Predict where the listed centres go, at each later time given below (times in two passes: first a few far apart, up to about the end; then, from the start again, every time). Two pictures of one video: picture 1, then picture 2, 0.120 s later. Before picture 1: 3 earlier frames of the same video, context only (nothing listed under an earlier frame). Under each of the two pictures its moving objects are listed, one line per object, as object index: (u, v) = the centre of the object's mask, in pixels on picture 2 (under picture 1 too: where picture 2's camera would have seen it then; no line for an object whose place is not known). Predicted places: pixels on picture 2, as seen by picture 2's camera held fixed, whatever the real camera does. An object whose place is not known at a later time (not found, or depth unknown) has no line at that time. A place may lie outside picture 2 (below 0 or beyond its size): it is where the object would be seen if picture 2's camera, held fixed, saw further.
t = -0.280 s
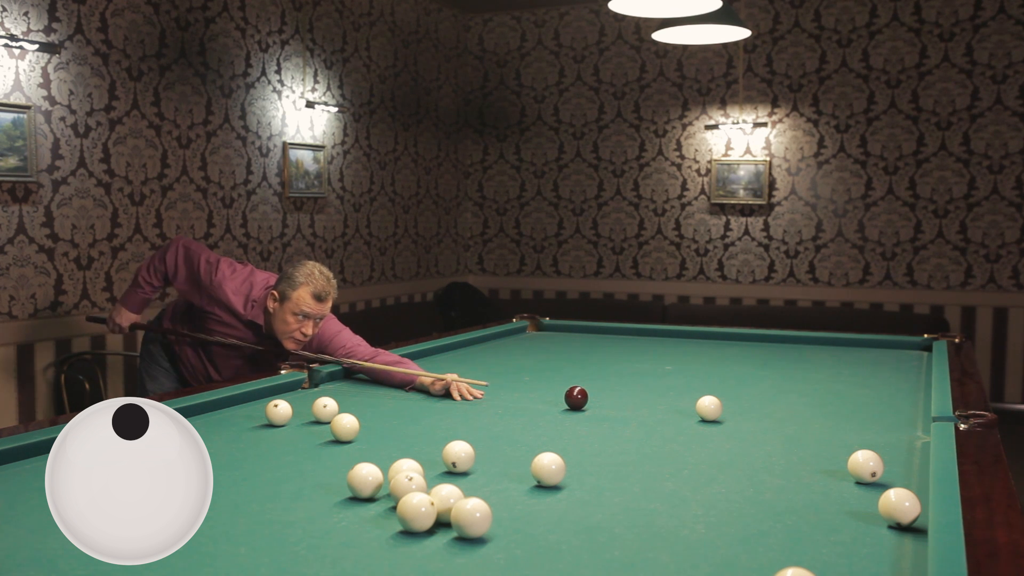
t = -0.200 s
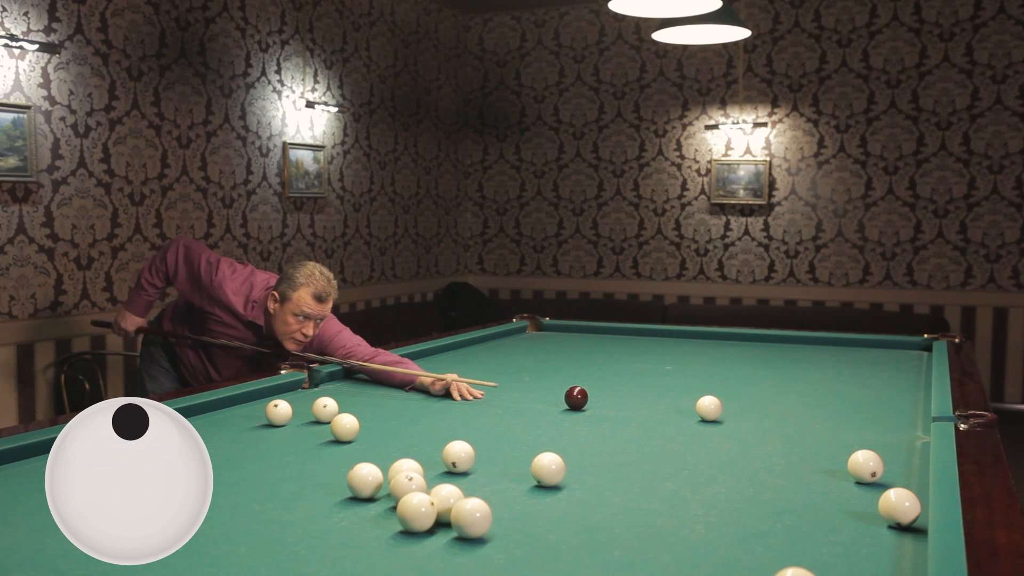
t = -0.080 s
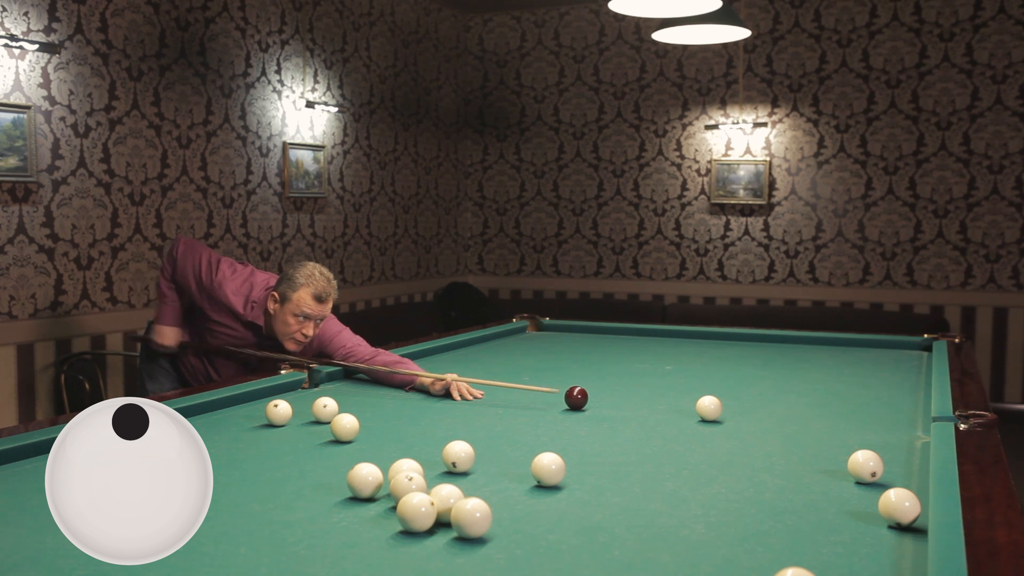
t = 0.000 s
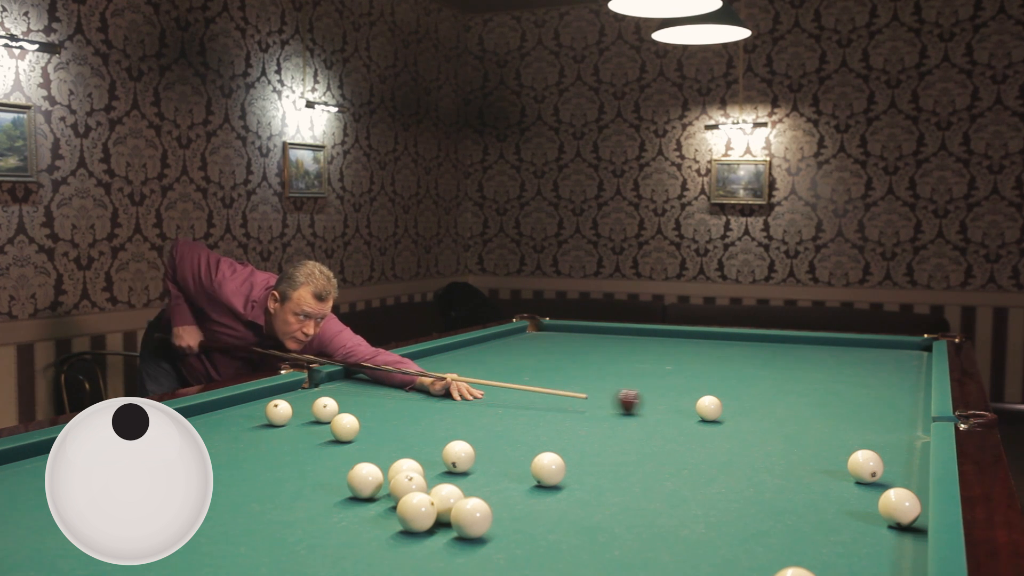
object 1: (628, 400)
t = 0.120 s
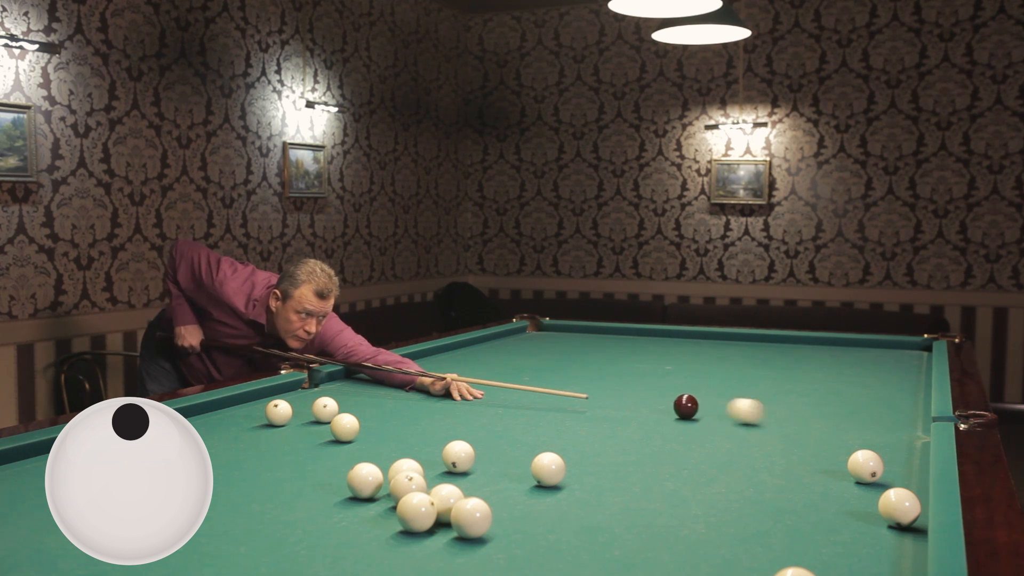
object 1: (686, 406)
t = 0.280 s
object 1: (708, 407)
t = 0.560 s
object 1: (768, 412)
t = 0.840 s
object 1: (828, 416)
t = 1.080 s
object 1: (880, 419)
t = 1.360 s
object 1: (921, 424)
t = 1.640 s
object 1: (906, 425)
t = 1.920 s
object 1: (885, 424)
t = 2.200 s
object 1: (866, 423)
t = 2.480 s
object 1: (850, 423)
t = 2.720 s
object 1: (838, 422)
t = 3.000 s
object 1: (827, 421)
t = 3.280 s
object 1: (818, 421)
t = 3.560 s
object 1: (812, 420)
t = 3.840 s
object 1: (808, 420)
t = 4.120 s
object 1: (807, 420)
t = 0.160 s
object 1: (689, 406)
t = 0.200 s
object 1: (694, 406)
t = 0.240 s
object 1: (700, 407)
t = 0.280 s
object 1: (708, 407)
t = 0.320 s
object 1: (716, 408)
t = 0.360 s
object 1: (725, 409)
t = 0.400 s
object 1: (733, 409)
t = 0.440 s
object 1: (742, 410)
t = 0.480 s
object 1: (750, 411)
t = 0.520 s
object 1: (759, 411)
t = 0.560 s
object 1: (768, 412)
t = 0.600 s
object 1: (776, 412)
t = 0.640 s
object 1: (785, 413)
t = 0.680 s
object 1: (793, 414)
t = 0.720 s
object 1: (802, 414)
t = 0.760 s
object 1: (811, 415)
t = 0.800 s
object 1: (819, 415)
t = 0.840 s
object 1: (828, 416)
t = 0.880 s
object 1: (837, 416)
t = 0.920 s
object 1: (845, 417)
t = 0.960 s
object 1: (854, 417)
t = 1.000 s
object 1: (863, 418)
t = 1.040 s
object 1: (871, 419)
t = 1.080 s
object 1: (880, 419)
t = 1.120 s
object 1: (889, 420)
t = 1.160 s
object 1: (897, 421)
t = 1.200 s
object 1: (906, 421)
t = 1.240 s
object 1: (915, 422)
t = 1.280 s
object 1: (921, 423)
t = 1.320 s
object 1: (921, 423)
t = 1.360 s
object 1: (921, 424)
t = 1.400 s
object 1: (922, 425)
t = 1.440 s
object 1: (921, 426)
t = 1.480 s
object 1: (919, 426)
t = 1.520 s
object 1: (916, 426)
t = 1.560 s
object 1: (913, 426)
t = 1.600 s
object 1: (909, 425)
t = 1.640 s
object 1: (906, 425)
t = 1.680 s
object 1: (903, 425)
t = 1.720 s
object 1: (900, 425)
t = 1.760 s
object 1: (896, 425)
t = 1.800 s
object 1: (893, 424)
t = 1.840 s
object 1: (890, 424)
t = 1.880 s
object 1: (887, 424)
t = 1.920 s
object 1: (885, 424)
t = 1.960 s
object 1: (882, 424)
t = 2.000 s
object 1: (879, 424)
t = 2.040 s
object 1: (876, 424)
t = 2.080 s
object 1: (874, 424)
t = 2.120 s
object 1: (871, 423)
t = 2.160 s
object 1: (868, 423)
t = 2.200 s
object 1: (866, 423)
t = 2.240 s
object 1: (863, 423)
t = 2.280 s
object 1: (861, 423)
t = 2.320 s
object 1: (859, 423)
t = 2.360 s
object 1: (856, 423)
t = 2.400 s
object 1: (854, 423)
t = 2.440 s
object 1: (852, 423)
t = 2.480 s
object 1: (850, 423)
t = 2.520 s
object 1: (848, 422)
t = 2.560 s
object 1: (846, 422)
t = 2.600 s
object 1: (844, 422)
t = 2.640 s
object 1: (842, 422)
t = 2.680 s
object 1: (840, 422)
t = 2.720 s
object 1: (838, 422)
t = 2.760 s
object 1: (836, 422)
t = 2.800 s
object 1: (835, 422)
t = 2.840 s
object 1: (833, 422)
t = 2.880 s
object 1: (831, 422)
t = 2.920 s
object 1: (830, 422)
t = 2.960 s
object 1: (828, 421)
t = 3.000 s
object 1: (827, 421)
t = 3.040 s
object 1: (825, 421)
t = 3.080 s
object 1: (824, 421)
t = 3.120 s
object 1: (822, 421)
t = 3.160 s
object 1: (821, 421)
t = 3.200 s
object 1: (820, 421)
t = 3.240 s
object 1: (819, 421)
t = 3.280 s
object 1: (818, 421)
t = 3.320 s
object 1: (817, 421)
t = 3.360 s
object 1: (816, 421)
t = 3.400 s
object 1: (815, 421)
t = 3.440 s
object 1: (814, 421)
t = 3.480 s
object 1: (813, 421)
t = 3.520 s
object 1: (812, 420)
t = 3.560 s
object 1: (812, 420)
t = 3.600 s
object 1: (811, 420)
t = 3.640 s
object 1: (810, 420)
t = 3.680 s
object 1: (810, 420)
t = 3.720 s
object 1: (809, 420)
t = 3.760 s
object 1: (809, 420)
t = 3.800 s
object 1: (808, 420)
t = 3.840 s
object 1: (808, 420)
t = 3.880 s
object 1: (808, 420)
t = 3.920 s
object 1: (807, 420)
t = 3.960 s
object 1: (807, 420)
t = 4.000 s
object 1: (807, 420)
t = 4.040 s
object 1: (807, 420)
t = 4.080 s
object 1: (807, 420)
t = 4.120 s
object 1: (807, 420)
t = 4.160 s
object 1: (807, 420)
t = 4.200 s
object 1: (807, 420)
